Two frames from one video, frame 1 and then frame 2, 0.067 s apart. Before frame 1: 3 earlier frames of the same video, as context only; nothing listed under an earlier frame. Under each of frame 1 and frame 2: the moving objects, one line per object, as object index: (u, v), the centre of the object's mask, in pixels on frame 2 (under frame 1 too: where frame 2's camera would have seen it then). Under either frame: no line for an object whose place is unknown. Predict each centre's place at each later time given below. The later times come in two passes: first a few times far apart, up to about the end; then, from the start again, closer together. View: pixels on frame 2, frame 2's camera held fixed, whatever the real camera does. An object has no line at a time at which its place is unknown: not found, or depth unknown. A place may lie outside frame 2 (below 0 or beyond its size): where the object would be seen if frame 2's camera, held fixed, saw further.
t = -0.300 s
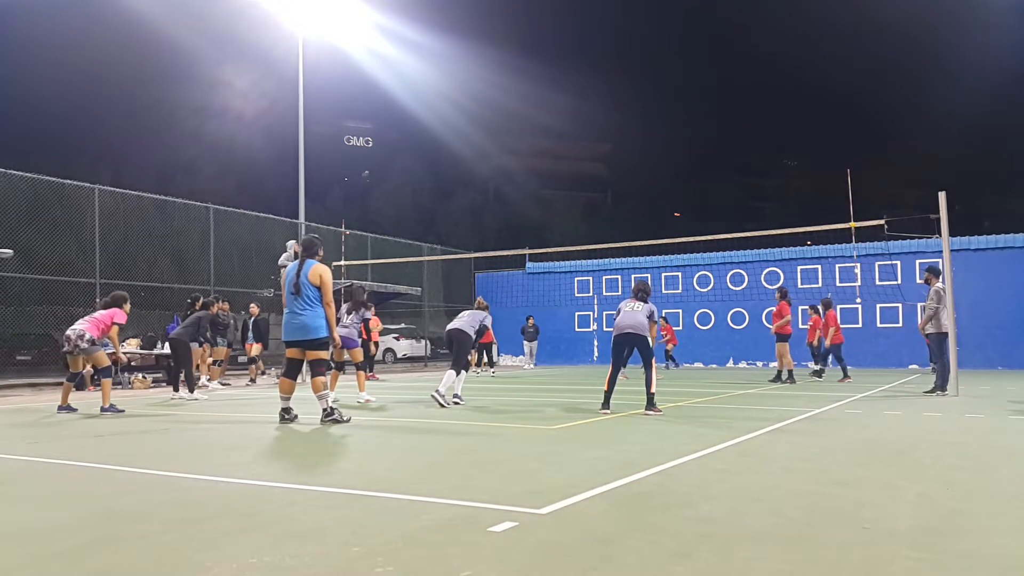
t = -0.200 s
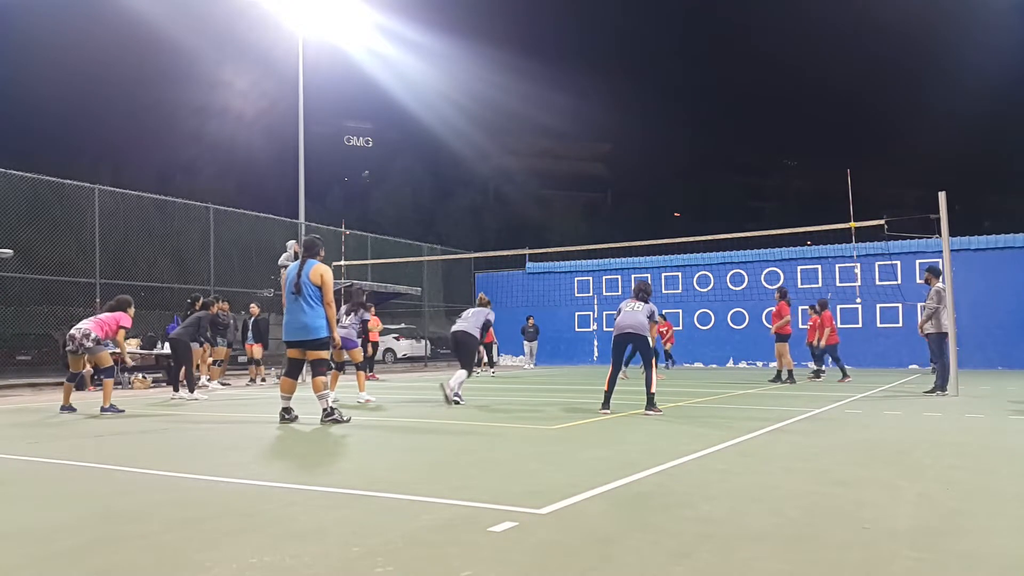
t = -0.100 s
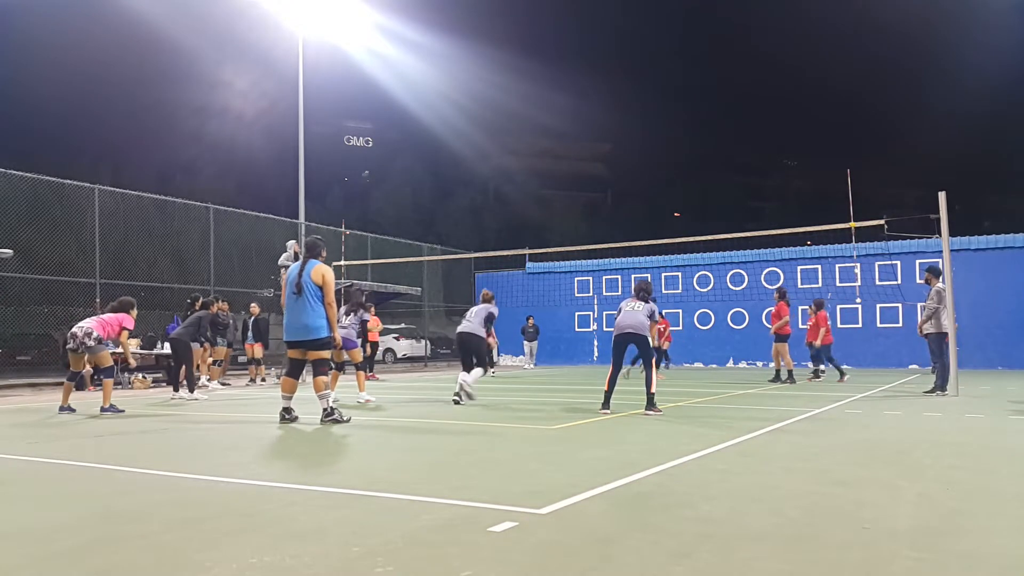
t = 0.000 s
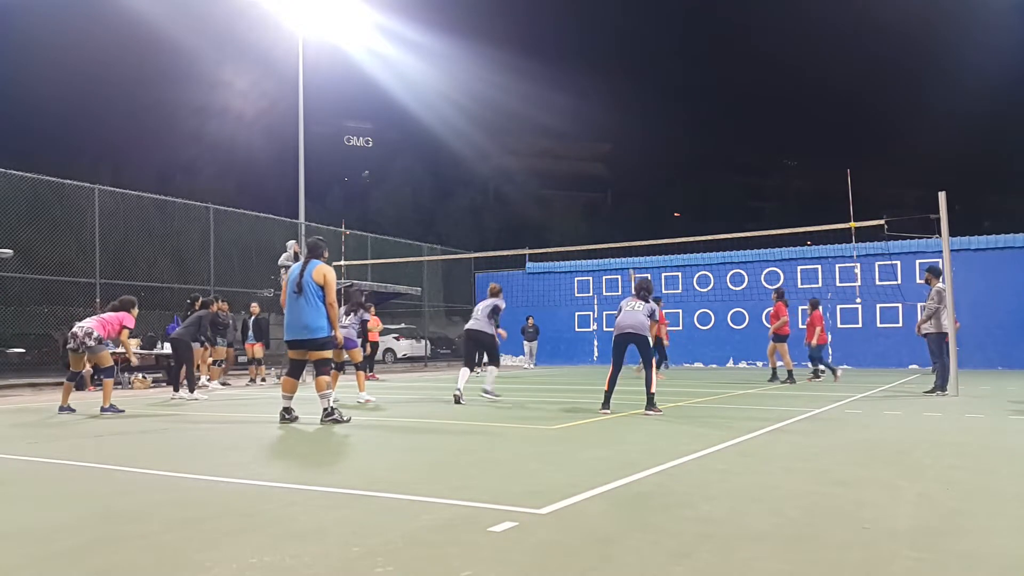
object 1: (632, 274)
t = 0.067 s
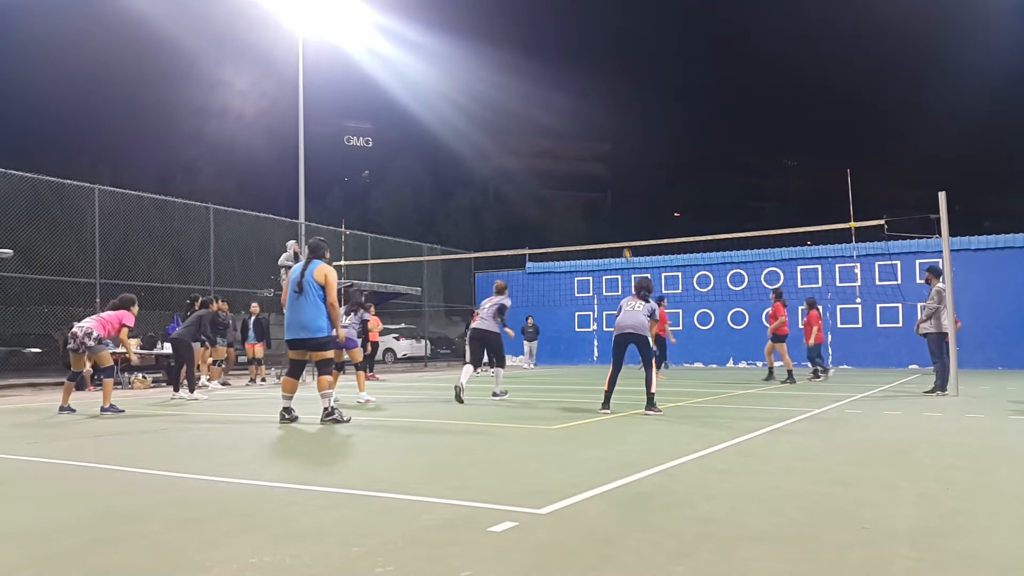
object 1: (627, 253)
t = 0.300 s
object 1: (607, 194)
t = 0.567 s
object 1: (579, 140)
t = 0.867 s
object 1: (538, 113)
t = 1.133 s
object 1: (495, 133)
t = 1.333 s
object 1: (451, 196)
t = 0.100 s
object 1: (625, 246)
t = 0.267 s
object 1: (610, 201)
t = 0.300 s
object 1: (607, 194)
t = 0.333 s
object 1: (604, 186)
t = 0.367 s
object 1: (600, 178)
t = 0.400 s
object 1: (597, 171)
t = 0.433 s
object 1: (594, 164)
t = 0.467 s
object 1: (590, 158)
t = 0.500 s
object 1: (587, 152)
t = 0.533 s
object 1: (583, 146)
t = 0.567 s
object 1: (579, 140)
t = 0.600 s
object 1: (575, 135)
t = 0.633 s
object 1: (571, 131)
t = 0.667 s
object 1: (567, 127)
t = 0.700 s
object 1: (563, 124)
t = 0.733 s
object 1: (558, 120)
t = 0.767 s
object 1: (553, 118)
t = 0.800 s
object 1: (548, 115)
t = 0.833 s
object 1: (543, 114)
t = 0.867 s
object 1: (538, 113)
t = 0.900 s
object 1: (532, 112)
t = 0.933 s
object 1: (527, 113)
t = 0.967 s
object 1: (522, 114)
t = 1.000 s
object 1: (517, 116)
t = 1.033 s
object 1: (512, 119)
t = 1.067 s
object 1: (506, 122)
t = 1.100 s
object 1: (500, 127)
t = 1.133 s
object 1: (495, 133)
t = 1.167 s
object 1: (488, 141)
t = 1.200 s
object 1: (482, 149)
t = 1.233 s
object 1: (474, 159)
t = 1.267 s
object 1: (467, 171)
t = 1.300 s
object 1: (459, 183)
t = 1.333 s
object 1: (451, 196)
